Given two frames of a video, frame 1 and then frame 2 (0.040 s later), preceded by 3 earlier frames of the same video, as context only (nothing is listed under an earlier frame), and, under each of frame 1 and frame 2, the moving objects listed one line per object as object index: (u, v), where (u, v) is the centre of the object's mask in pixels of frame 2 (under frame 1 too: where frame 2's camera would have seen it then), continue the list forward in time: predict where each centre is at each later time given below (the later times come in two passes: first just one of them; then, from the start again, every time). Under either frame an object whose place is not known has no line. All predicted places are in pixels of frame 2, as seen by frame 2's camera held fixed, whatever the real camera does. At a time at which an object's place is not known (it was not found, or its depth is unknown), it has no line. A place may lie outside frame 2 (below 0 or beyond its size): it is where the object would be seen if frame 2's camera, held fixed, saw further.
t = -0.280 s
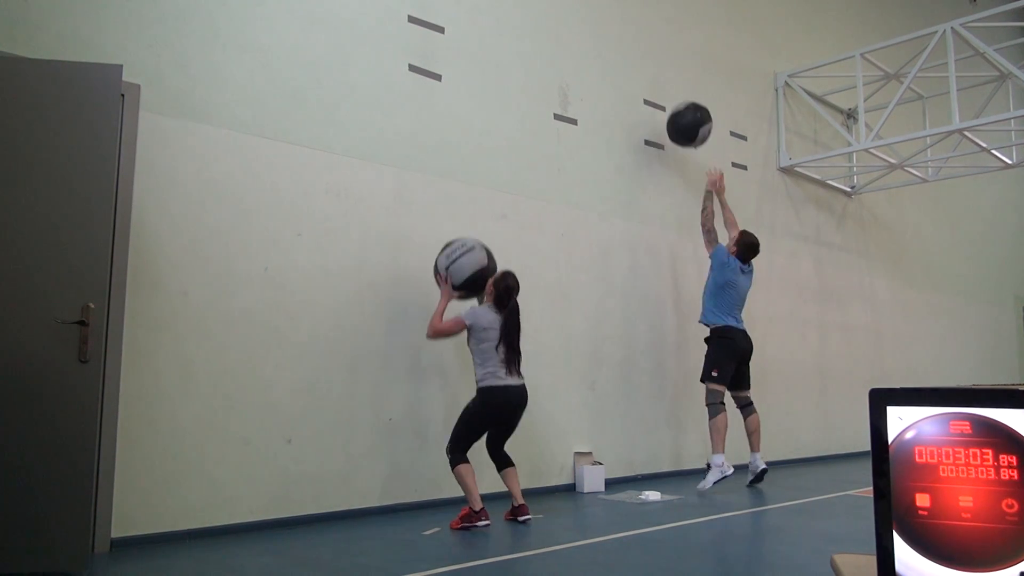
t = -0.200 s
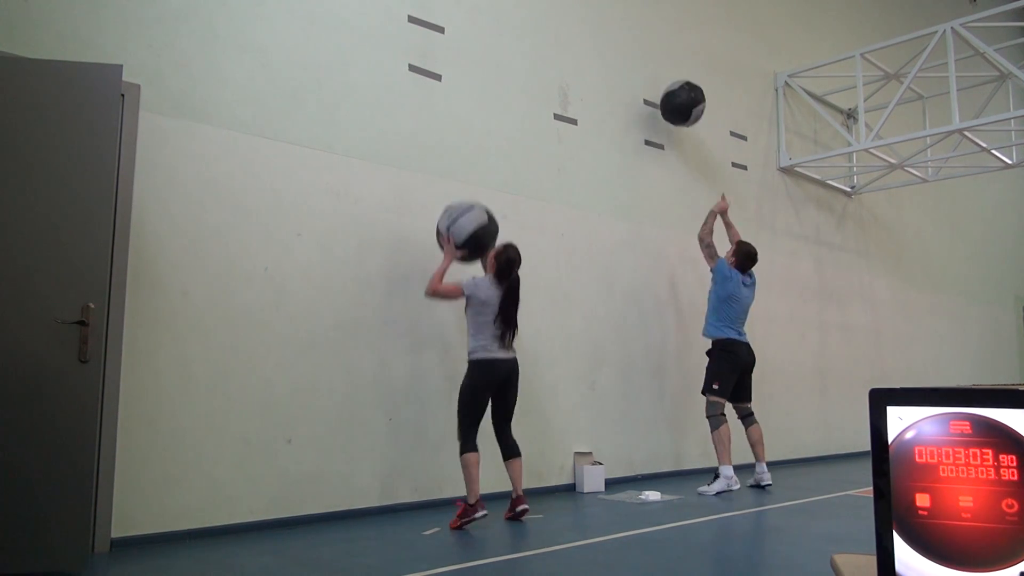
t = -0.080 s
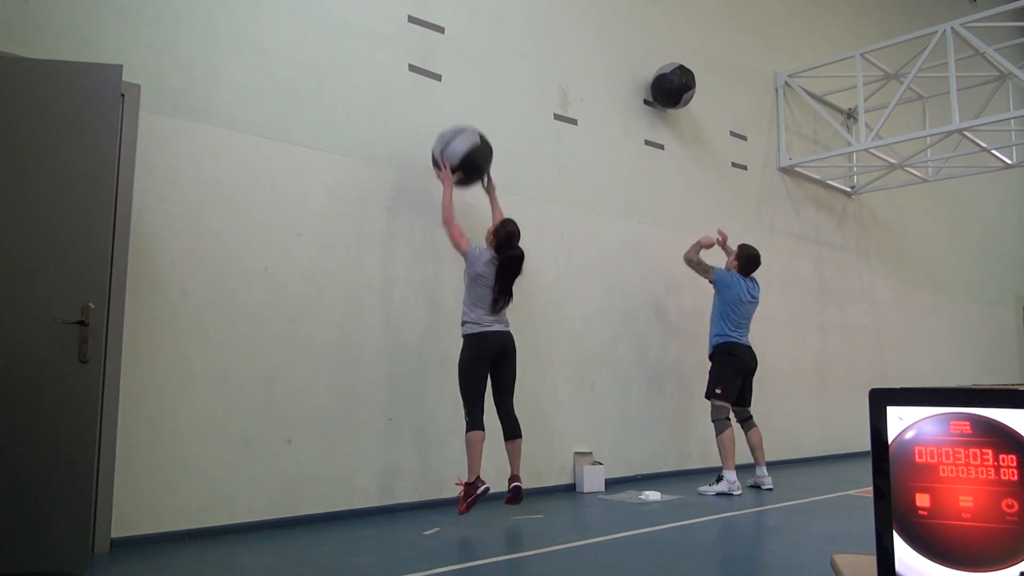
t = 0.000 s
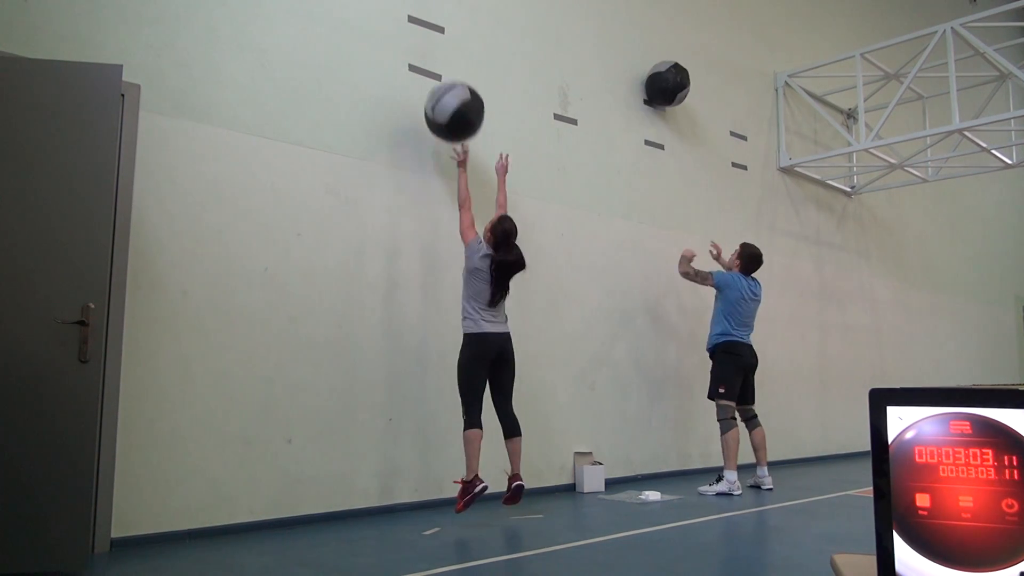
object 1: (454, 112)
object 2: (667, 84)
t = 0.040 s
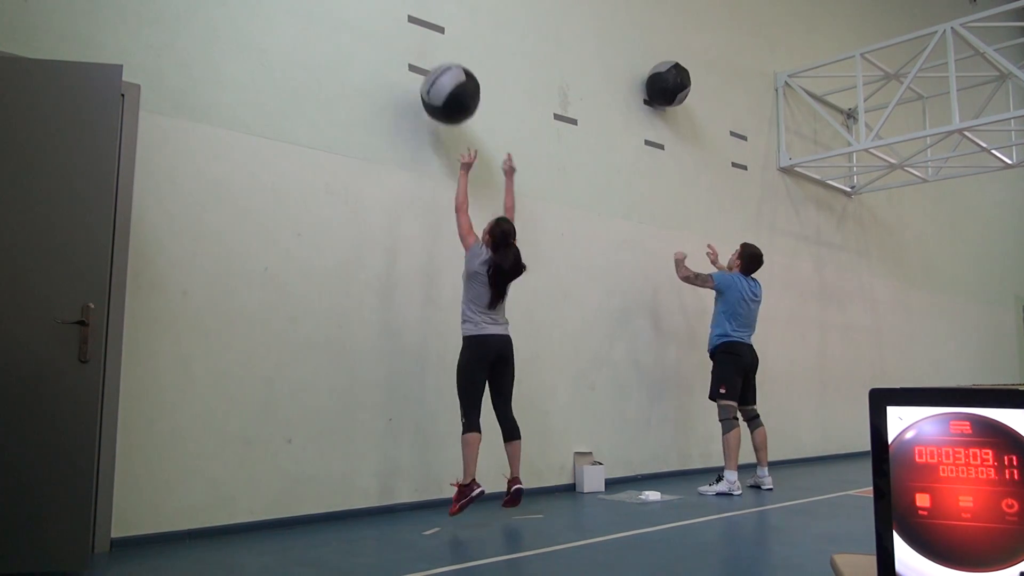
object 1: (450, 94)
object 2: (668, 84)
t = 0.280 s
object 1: (437, 40)
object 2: (677, 121)
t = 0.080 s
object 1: (446, 78)
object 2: (669, 86)
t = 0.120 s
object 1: (442, 65)
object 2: (671, 89)
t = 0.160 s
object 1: (438, 56)
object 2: (672, 94)
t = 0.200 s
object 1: (435, 48)
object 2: (674, 101)
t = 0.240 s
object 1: (436, 43)
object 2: (676, 110)
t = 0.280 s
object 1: (437, 40)
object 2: (677, 121)
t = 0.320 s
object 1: (439, 39)
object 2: (679, 134)
